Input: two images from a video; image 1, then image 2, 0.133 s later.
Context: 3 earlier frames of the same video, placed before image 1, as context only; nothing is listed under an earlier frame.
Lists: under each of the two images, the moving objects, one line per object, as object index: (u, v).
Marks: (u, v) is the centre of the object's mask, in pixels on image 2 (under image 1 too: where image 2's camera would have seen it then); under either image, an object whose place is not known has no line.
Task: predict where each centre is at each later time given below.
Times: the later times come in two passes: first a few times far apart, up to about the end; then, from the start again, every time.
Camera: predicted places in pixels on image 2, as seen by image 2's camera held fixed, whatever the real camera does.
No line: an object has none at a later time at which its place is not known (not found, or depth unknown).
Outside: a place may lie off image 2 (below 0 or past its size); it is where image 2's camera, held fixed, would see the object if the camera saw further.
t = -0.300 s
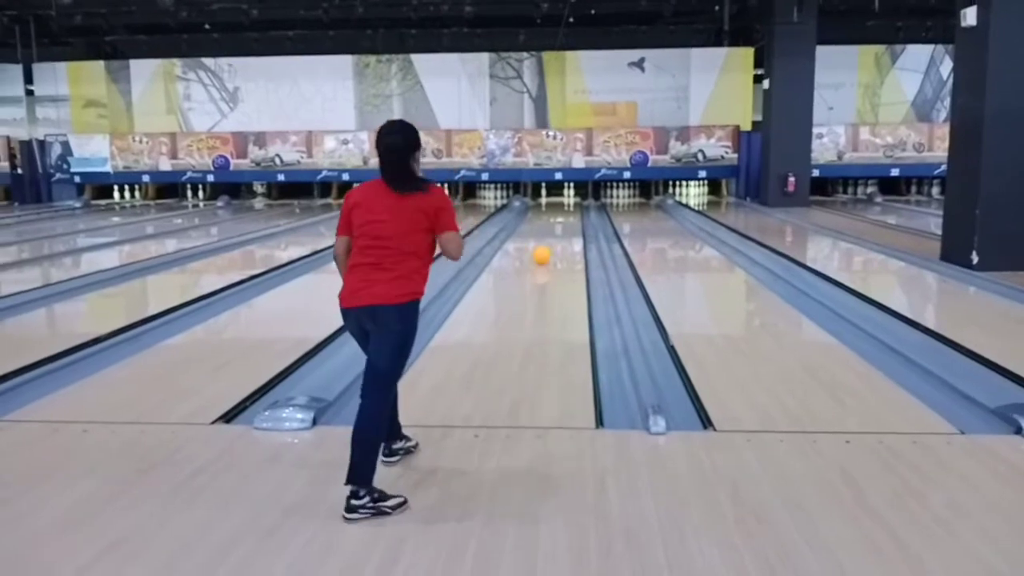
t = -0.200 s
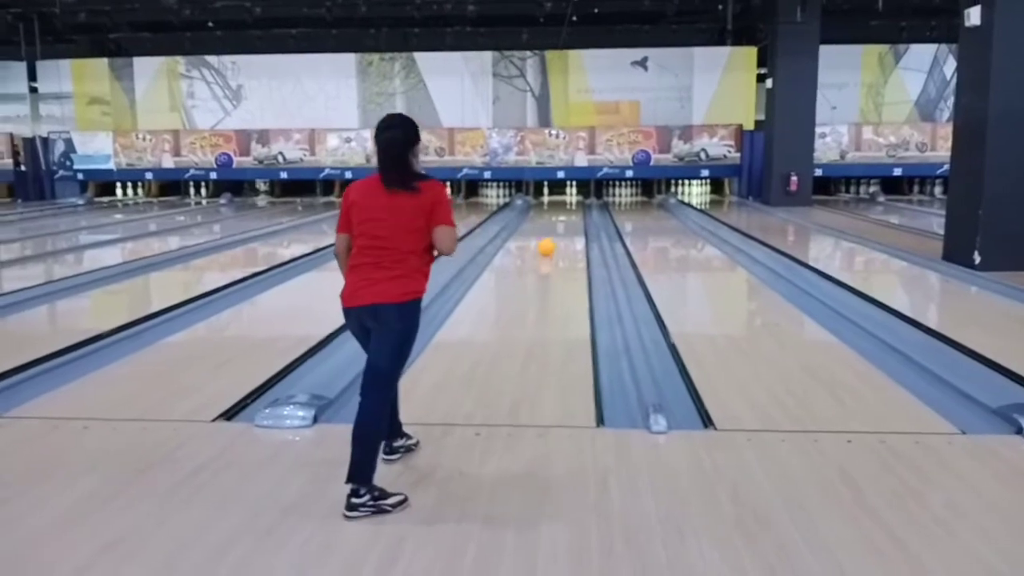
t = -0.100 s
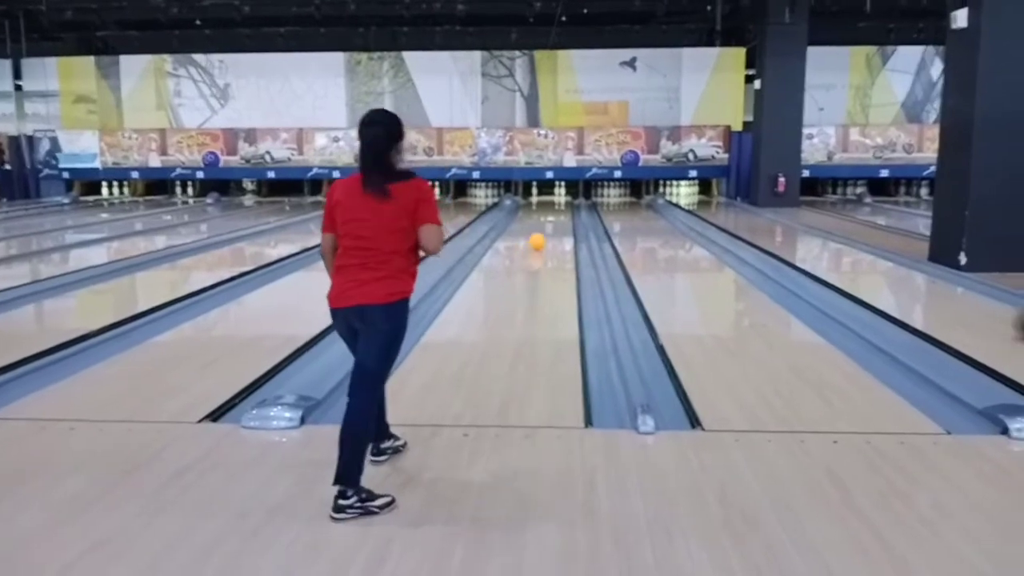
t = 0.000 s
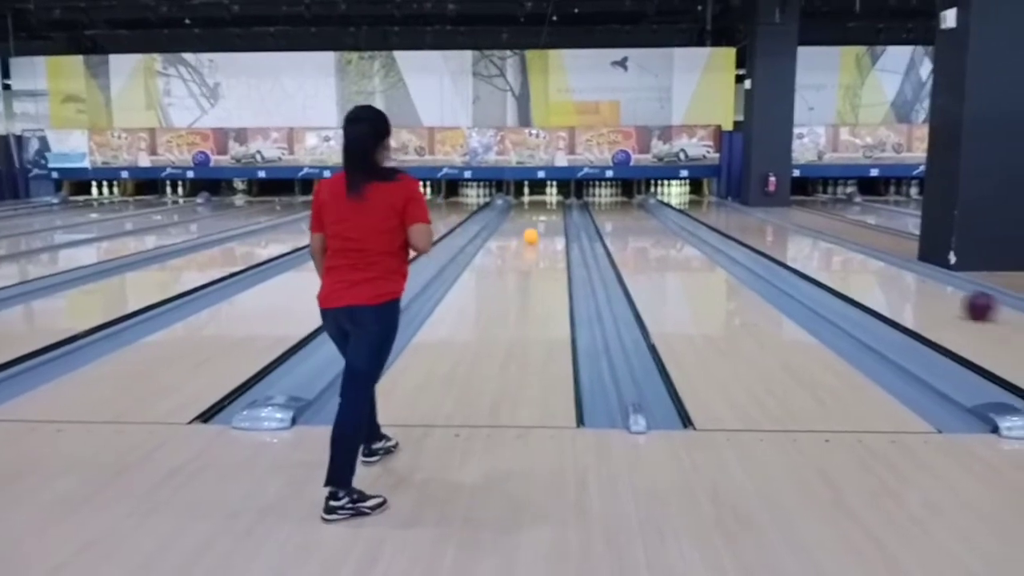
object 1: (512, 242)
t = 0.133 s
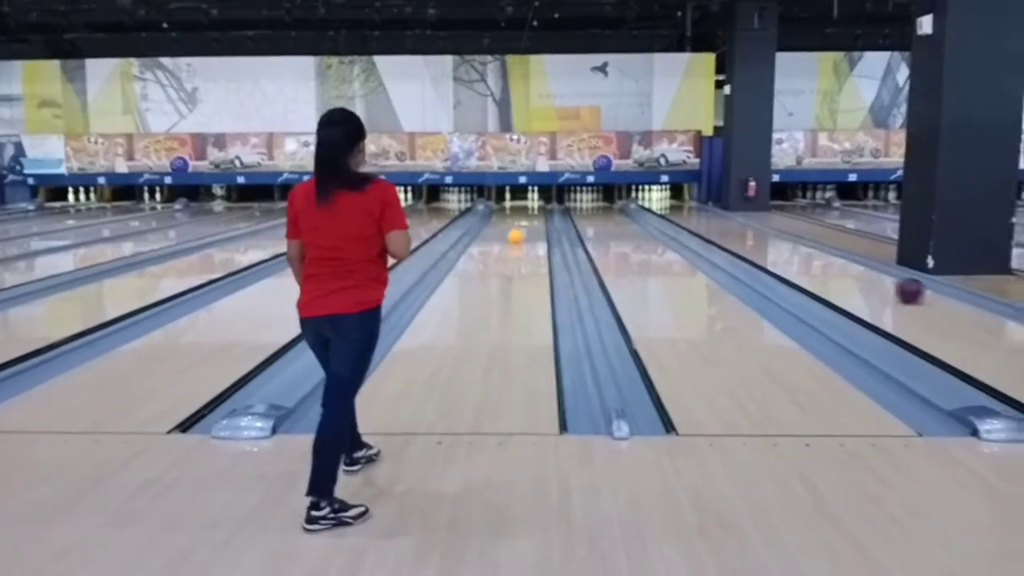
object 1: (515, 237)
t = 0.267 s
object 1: (517, 231)
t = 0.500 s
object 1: (519, 224)
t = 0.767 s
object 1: (520, 217)
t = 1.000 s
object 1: (522, 212)
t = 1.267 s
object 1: (522, 208)
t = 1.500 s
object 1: (523, 205)
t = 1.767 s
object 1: (522, 201)
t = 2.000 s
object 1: (521, 199)
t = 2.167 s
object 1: (521, 199)
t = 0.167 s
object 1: (516, 235)
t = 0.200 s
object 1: (516, 234)
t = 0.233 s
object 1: (517, 233)
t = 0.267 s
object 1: (517, 231)
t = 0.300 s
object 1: (518, 230)
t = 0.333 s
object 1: (518, 229)
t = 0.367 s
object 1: (518, 229)
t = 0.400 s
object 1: (518, 228)
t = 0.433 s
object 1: (519, 226)
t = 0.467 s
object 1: (519, 225)
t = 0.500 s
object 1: (519, 224)
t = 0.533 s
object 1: (519, 222)
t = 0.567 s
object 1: (519, 222)
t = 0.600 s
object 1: (520, 221)
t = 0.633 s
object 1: (520, 220)
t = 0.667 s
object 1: (520, 220)
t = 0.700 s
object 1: (520, 219)
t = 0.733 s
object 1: (520, 218)
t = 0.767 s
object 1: (520, 217)
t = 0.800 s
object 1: (520, 216)
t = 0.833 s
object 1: (521, 216)
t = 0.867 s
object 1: (521, 215)
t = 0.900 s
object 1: (522, 214)
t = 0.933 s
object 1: (522, 213)
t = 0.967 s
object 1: (522, 212)
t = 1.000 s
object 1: (522, 212)
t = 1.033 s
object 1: (522, 212)
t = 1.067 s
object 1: (522, 211)
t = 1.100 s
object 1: (522, 211)
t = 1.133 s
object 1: (522, 210)
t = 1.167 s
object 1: (522, 210)
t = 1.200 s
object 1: (522, 209)
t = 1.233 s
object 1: (522, 208)
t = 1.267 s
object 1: (522, 208)
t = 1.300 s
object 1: (522, 208)
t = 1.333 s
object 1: (523, 208)
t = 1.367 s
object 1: (522, 206)
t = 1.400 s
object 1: (522, 206)
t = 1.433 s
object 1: (523, 206)
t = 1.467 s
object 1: (523, 206)
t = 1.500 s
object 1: (523, 205)
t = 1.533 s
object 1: (523, 204)
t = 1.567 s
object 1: (523, 204)
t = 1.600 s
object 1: (523, 203)
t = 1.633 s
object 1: (523, 203)
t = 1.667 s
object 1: (522, 203)
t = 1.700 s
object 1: (522, 202)
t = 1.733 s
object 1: (522, 201)
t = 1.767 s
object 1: (522, 201)
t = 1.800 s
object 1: (522, 201)
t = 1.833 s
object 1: (522, 201)
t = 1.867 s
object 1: (522, 200)
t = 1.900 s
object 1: (522, 201)
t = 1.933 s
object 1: (522, 200)
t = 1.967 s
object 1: (522, 200)
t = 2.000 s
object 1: (521, 199)
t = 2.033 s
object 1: (521, 198)
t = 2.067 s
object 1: (522, 200)
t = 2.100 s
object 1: (521, 200)
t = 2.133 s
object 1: (521, 199)
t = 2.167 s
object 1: (521, 199)
